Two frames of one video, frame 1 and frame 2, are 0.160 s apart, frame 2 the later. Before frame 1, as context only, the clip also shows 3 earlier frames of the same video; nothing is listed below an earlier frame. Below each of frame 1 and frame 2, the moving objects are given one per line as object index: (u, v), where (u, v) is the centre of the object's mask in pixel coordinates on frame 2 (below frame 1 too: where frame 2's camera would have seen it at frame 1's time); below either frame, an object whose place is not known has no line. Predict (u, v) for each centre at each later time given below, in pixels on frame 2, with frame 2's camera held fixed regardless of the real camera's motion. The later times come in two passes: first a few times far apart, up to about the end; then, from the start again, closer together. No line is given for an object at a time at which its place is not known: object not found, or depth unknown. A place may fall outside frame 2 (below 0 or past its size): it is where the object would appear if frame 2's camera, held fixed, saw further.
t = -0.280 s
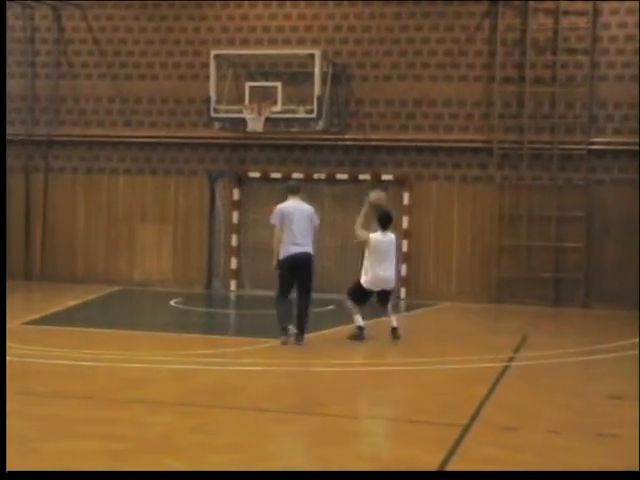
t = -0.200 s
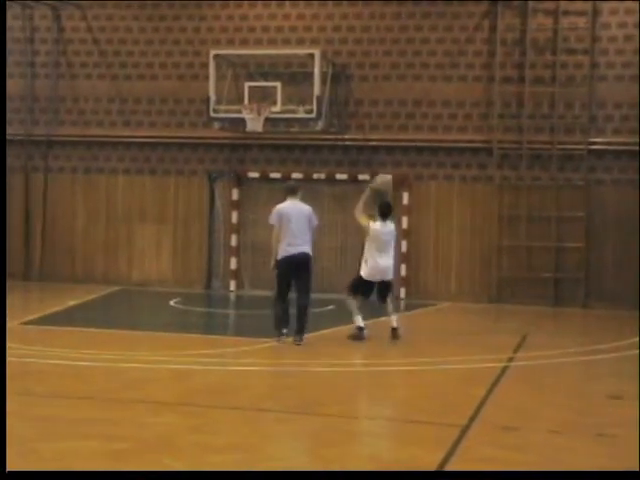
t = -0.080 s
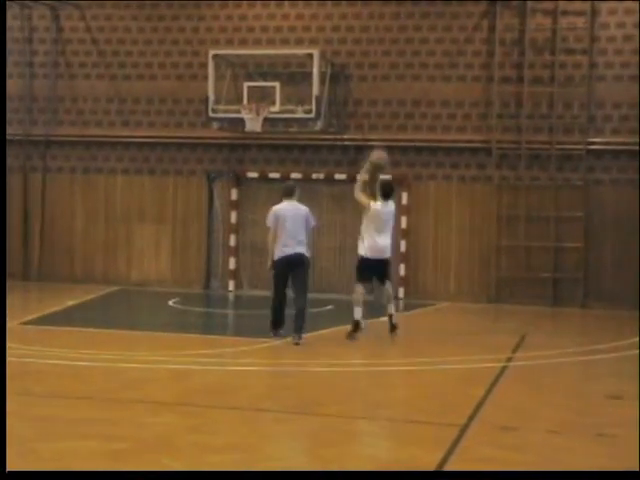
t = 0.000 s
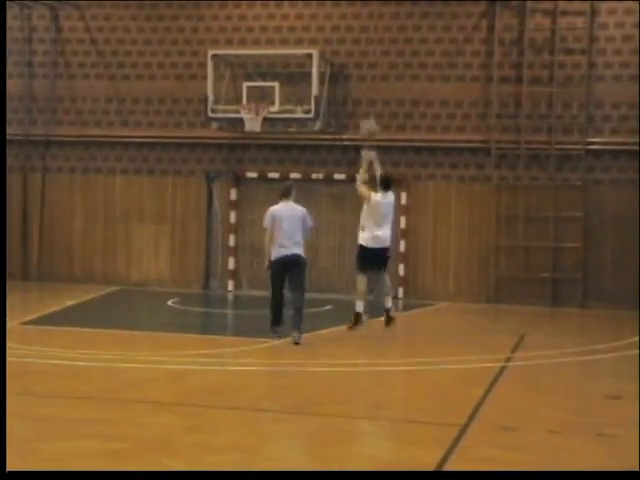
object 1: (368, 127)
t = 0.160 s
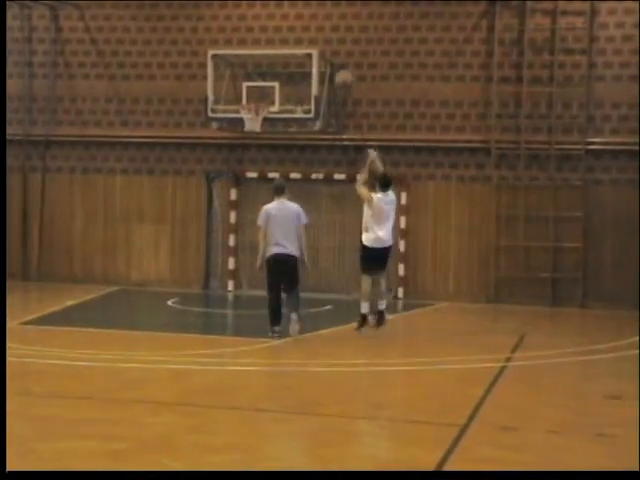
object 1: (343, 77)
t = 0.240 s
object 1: (330, 62)
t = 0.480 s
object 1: (298, 46)
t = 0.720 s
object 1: (269, 66)
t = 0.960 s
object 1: (247, 88)
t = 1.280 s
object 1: (216, 95)
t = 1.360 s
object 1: (205, 110)
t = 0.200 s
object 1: (337, 70)
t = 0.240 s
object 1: (330, 62)
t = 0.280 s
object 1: (325, 55)
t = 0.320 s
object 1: (322, 50)
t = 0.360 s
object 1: (313, 46)
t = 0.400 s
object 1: (310, 47)
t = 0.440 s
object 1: (303, 47)
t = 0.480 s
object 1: (298, 46)
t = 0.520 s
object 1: (295, 46)
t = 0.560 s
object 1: (289, 47)
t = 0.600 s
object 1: (289, 44)
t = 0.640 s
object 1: (275, 56)
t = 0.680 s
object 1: (273, 60)
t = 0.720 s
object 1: (269, 66)
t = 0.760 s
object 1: (266, 74)
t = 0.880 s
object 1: (253, 95)
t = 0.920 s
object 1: (250, 91)
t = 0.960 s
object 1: (247, 88)
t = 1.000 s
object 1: (242, 86)
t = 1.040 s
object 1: (238, 84)
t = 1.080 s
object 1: (233, 83)
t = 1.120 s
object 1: (231, 84)
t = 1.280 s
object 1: (216, 95)
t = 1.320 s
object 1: (210, 102)
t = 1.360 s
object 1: (205, 110)
